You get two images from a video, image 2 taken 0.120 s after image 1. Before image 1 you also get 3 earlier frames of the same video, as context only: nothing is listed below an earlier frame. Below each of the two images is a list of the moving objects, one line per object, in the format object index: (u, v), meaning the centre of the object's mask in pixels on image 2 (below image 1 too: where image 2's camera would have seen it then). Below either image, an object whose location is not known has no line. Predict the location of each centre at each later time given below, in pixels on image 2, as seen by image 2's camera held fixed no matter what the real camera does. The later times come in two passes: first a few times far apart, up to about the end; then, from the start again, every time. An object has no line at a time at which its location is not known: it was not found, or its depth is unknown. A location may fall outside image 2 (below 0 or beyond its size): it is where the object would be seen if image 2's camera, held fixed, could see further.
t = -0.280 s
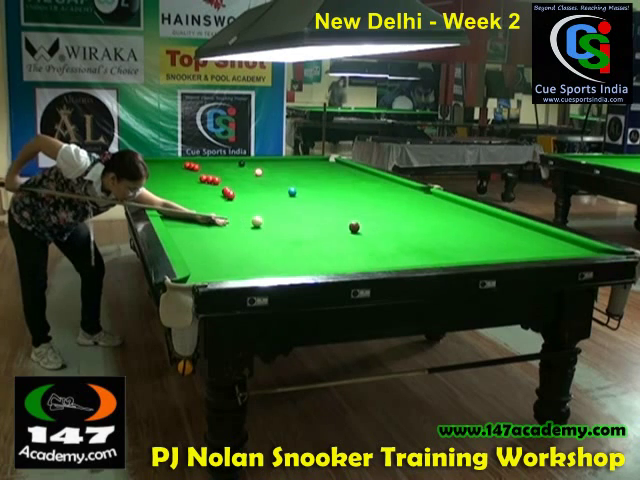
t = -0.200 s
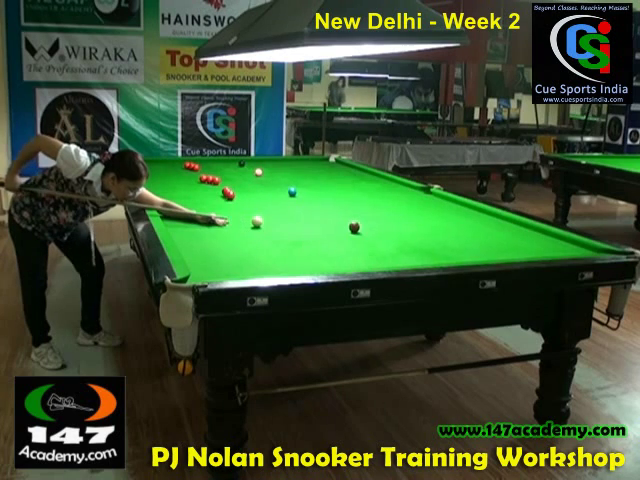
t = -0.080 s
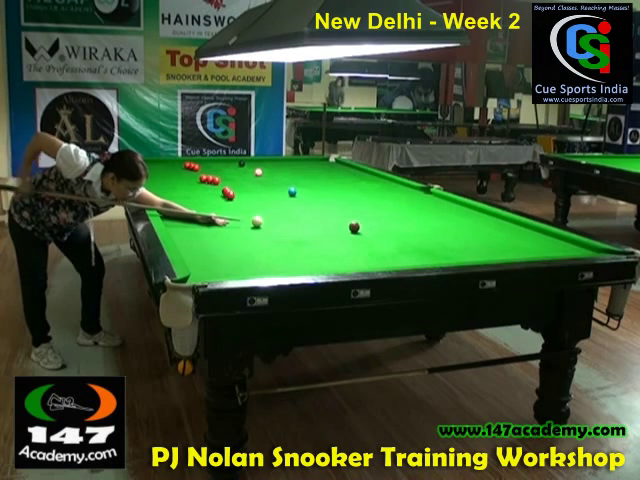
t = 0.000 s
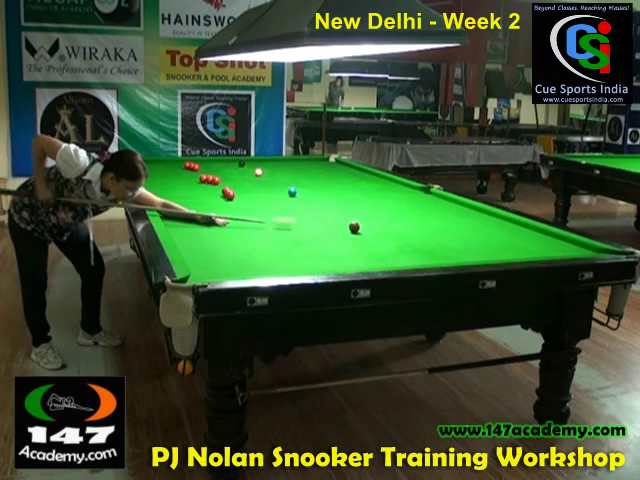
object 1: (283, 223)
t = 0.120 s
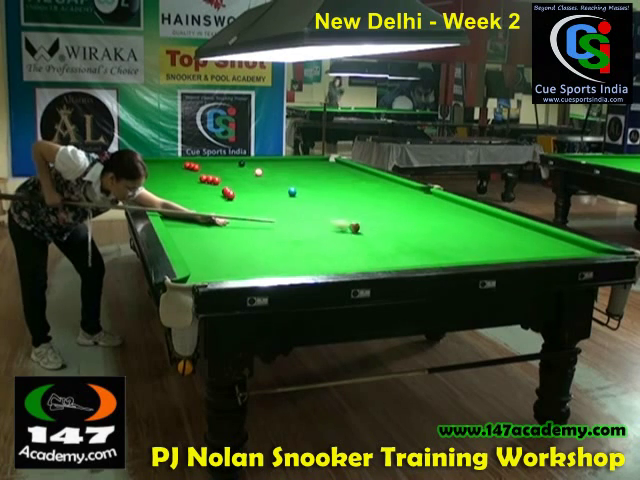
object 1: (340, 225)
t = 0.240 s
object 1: (349, 224)
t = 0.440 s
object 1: (359, 221)
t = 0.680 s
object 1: (371, 219)
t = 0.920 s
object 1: (381, 216)
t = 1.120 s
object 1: (388, 215)
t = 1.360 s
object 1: (396, 213)
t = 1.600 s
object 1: (403, 211)
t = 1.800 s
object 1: (409, 210)
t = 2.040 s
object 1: (414, 208)
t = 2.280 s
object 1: (419, 206)
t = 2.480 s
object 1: (423, 205)
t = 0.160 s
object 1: (346, 225)
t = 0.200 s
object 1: (347, 224)
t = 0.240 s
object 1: (349, 224)
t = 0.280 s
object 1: (352, 224)
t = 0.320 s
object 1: (353, 223)
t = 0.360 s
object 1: (355, 223)
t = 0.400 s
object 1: (357, 222)
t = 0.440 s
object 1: (359, 221)
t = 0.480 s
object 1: (361, 221)
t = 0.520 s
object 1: (364, 221)
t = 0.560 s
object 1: (365, 220)
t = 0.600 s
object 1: (367, 220)
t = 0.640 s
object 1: (369, 219)
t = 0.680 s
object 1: (371, 219)
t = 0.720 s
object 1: (372, 219)
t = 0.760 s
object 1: (374, 218)
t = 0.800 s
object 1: (376, 218)
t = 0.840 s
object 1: (377, 217)
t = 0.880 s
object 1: (379, 217)
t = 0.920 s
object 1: (381, 216)
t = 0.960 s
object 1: (382, 216)
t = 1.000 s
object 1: (384, 216)
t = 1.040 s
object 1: (385, 215)
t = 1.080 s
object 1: (387, 215)
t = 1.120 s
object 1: (388, 215)
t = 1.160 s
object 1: (389, 214)
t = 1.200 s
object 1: (391, 214)
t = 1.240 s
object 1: (392, 214)
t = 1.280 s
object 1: (394, 213)
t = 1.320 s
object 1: (395, 213)
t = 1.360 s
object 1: (396, 213)
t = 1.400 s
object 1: (397, 212)
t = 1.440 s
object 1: (398, 212)
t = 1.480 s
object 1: (400, 212)
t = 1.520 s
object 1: (401, 211)
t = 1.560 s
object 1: (402, 211)
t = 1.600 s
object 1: (403, 211)
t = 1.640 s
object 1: (404, 210)
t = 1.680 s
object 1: (406, 210)
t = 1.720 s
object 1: (407, 210)
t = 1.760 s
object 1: (408, 210)
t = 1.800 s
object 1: (409, 210)
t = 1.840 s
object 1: (410, 209)
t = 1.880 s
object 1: (411, 209)
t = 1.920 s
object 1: (411, 209)
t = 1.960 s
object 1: (412, 208)
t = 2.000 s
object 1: (413, 208)
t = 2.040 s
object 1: (414, 208)
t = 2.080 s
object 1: (415, 208)
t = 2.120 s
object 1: (416, 207)
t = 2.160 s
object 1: (417, 207)
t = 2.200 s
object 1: (418, 207)
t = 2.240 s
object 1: (418, 206)
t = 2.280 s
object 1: (419, 206)
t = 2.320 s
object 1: (420, 206)
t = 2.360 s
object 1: (421, 206)
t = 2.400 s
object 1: (422, 206)
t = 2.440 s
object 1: (422, 205)
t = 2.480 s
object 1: (423, 205)
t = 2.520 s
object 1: (424, 205)
